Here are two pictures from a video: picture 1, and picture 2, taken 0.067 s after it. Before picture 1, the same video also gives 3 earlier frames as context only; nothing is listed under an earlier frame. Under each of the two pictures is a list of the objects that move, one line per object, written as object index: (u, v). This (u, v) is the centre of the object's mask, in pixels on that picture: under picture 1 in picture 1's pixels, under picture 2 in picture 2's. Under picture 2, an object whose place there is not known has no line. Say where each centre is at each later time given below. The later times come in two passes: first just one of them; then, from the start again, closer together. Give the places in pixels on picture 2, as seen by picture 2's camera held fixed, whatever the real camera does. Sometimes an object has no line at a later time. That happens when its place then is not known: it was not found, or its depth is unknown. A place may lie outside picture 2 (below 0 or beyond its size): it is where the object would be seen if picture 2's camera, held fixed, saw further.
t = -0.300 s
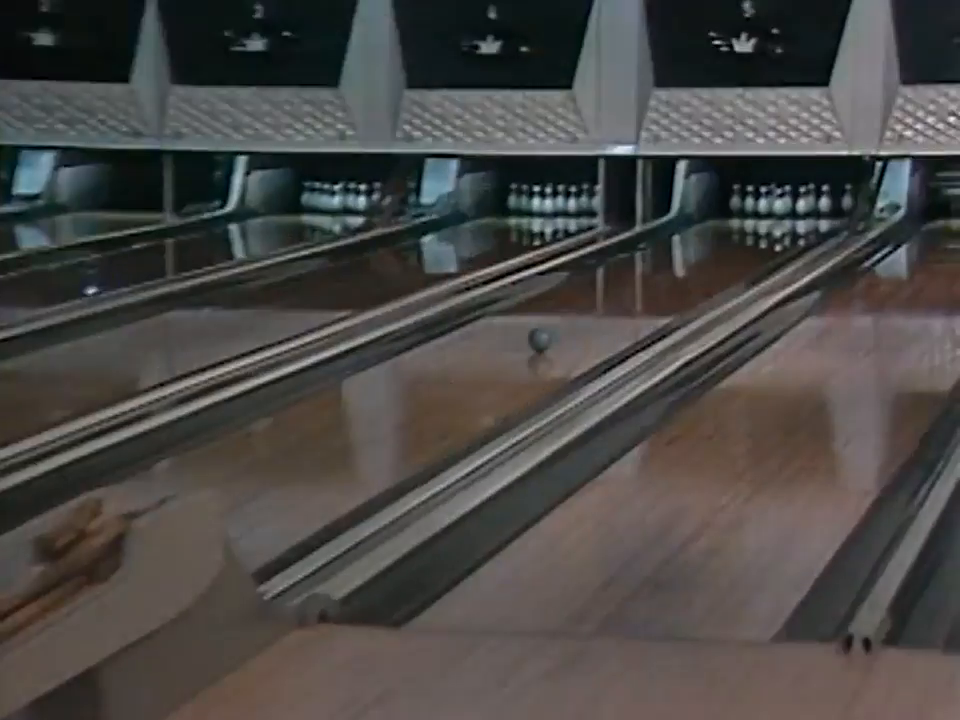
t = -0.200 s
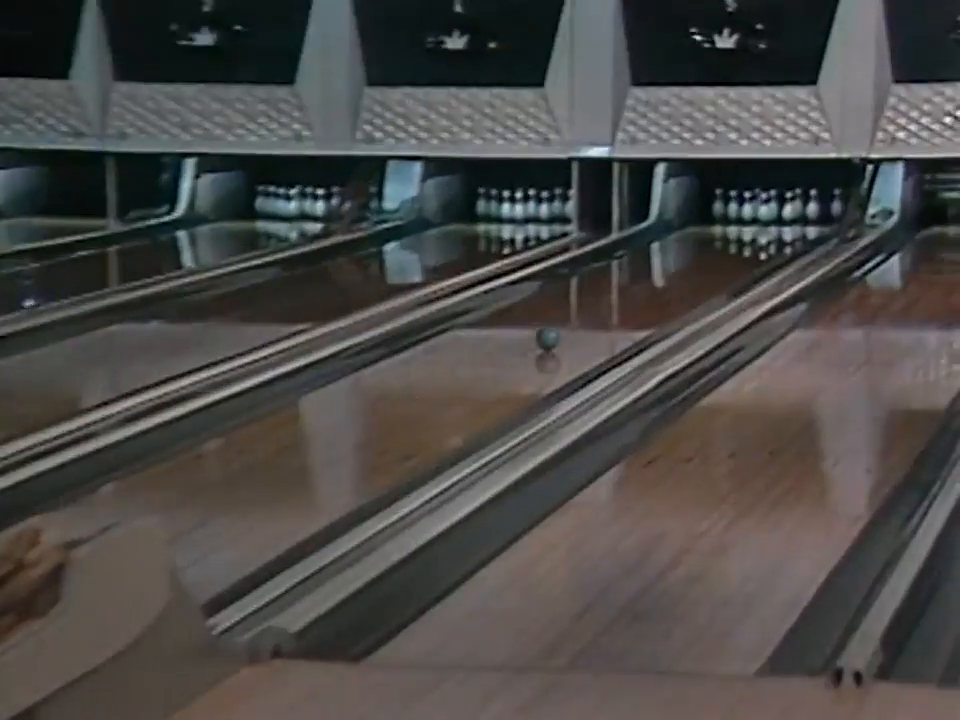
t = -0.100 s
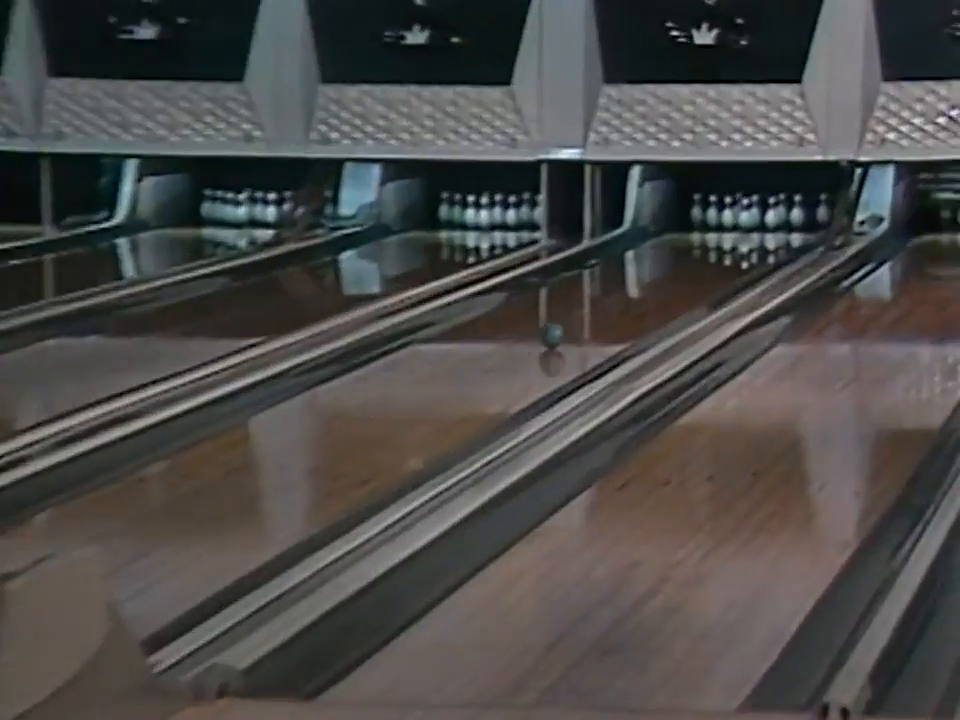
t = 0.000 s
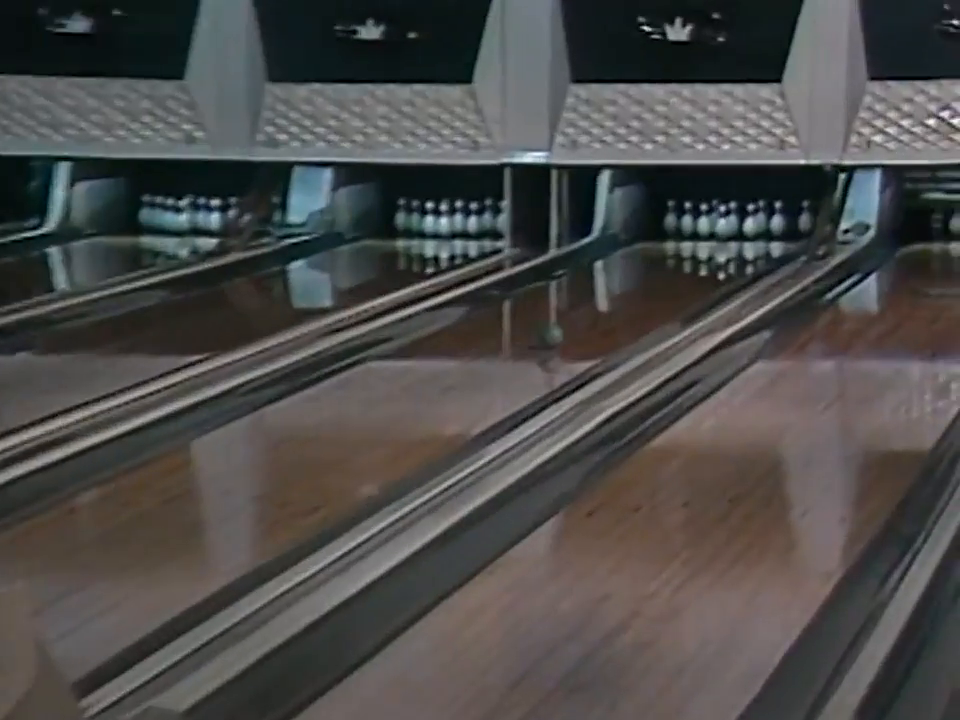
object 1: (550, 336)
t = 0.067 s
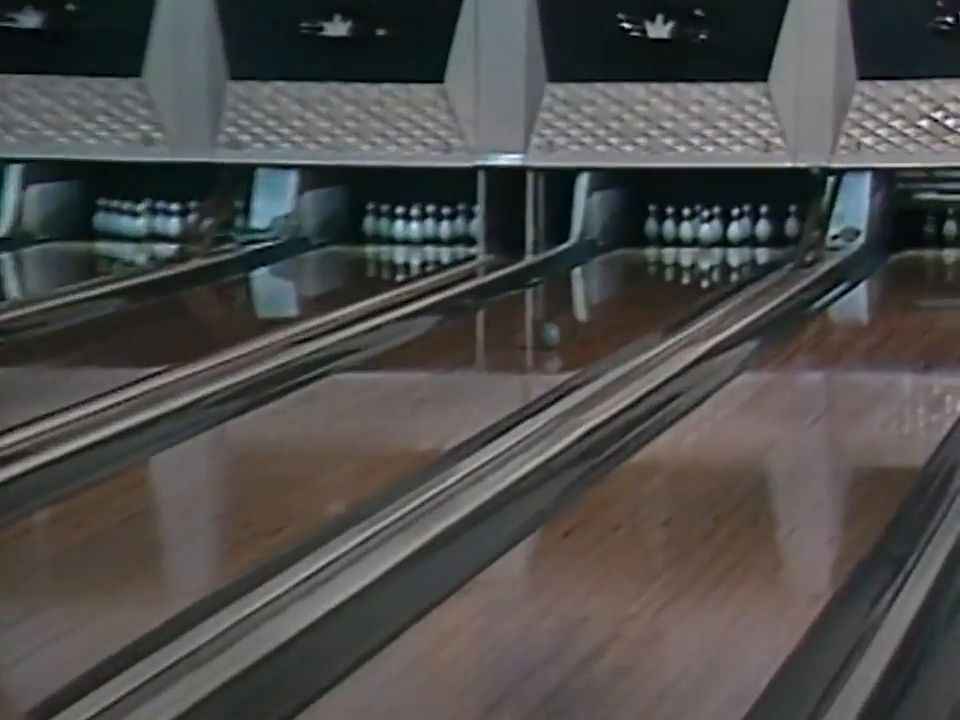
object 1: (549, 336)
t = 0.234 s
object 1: (594, 316)
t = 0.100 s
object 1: (554, 333)
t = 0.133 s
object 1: (566, 329)
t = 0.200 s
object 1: (577, 322)
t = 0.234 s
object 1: (594, 316)
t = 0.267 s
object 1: (603, 311)
